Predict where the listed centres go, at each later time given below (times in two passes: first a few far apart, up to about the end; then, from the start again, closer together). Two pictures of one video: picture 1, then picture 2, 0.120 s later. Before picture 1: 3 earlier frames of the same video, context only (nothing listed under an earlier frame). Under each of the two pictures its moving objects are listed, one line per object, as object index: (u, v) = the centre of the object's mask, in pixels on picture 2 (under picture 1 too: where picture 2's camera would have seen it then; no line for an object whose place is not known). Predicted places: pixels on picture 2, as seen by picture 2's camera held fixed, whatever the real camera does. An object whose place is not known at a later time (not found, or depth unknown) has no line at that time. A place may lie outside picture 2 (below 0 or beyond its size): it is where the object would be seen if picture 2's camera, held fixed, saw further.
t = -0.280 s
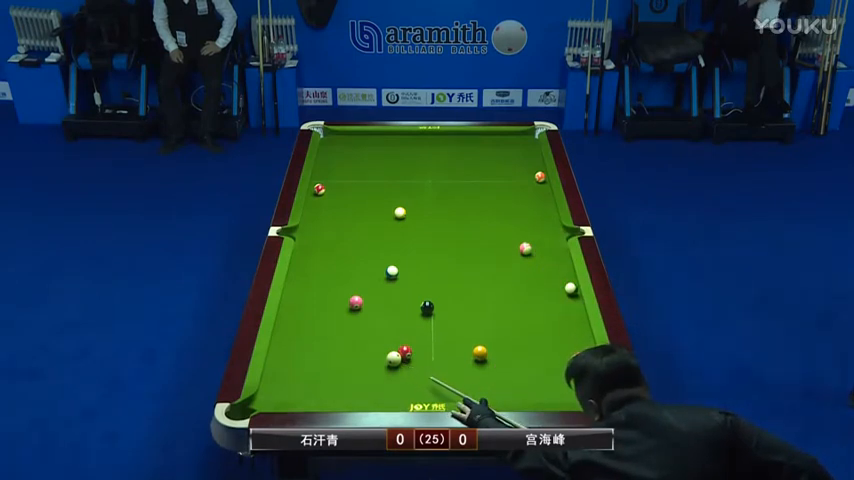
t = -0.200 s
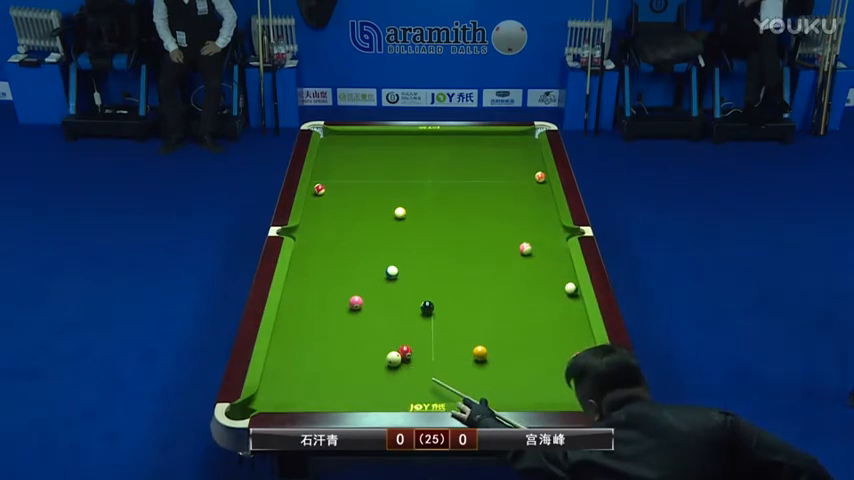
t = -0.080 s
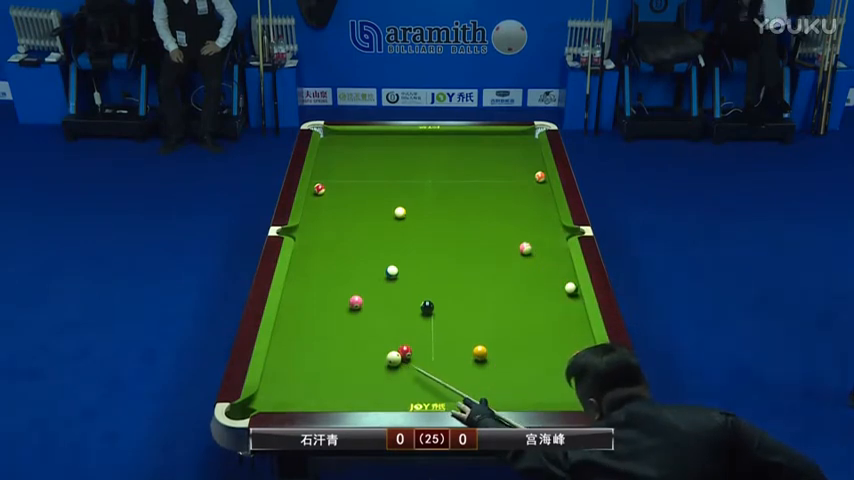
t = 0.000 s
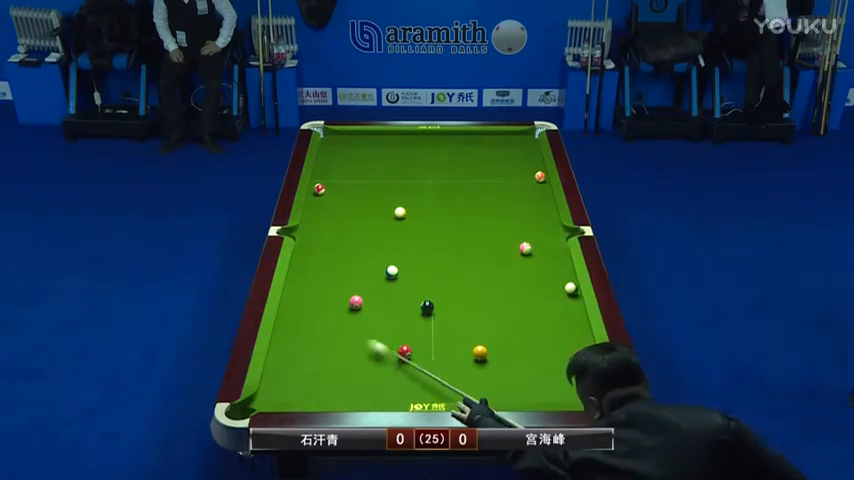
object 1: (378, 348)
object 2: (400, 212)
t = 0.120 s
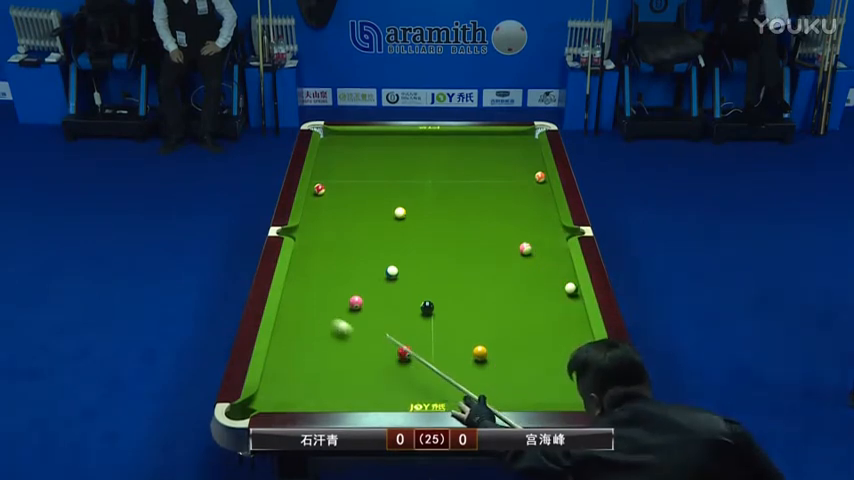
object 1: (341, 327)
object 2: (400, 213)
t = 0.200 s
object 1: (322, 314)
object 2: (400, 212)
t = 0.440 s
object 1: (309, 280)
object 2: (400, 212)
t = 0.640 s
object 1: (346, 255)
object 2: (400, 213)
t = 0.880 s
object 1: (384, 228)
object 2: (400, 213)
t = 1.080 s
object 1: (409, 218)
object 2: (402, 202)
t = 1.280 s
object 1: (431, 214)
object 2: (406, 189)
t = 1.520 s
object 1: (457, 209)
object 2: (410, 175)
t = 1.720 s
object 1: (477, 206)
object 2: (413, 165)
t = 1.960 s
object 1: (499, 202)
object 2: (416, 153)
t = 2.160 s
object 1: (518, 199)
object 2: (419, 143)
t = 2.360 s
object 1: (535, 196)
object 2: (421, 135)
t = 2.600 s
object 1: (543, 194)
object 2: (423, 138)
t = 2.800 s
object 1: (535, 193)
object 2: (425, 143)
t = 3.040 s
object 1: (526, 192)
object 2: (426, 149)
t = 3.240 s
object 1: (519, 191)
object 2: (428, 153)
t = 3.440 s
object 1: (513, 190)
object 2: (429, 158)
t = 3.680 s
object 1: (506, 189)
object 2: (430, 164)
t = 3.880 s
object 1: (501, 189)
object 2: (431, 168)
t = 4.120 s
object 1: (496, 188)
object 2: (433, 173)
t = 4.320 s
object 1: (493, 188)
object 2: (433, 177)
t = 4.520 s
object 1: (490, 187)
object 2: (435, 180)
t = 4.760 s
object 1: (487, 187)
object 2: (436, 185)
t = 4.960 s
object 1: (485, 187)
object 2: (437, 188)
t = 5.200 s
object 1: (484, 187)
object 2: (438, 191)
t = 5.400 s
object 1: (483, 187)
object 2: (439, 194)
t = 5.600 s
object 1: (484, 187)
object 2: (440, 196)
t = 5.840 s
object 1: (484, 187)
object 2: (441, 199)
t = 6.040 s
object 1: (483, 187)
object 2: (442, 201)
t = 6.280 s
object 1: (484, 187)
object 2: (442, 203)
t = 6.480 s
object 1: (483, 187)
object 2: (443, 205)
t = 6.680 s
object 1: (484, 187)
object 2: (443, 206)
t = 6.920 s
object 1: (484, 187)
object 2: (444, 207)
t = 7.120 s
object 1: (484, 187)
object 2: (444, 208)
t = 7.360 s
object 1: (484, 187)
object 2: (444, 208)
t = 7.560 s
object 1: (484, 187)
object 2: (444, 208)
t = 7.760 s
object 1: (484, 187)
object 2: (444, 208)
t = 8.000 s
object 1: (484, 187)
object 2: (444, 208)
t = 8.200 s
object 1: (484, 187)
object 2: (444, 208)
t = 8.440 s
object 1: (484, 187)
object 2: (444, 208)
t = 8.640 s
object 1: (484, 187)
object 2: (444, 208)
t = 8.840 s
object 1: (484, 187)
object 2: (444, 208)
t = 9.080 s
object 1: (484, 187)
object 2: (444, 208)
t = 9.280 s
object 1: (484, 187)
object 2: (444, 208)
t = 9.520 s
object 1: (484, 187)
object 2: (444, 208)
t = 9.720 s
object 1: (484, 187)
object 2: (444, 208)
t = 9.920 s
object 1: (484, 187)
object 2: (444, 208)
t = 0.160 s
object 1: (331, 320)
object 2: (400, 212)
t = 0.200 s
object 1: (322, 314)
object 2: (400, 212)
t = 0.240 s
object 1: (312, 308)
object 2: (400, 213)
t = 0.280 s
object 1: (303, 303)
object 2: (399, 213)
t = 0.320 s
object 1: (294, 297)
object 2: (400, 212)
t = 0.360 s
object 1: (291, 292)
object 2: (400, 213)
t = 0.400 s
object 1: (300, 286)
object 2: (400, 212)
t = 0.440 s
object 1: (309, 280)
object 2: (400, 212)
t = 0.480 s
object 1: (318, 275)
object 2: (400, 213)
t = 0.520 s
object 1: (325, 269)
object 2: (400, 212)
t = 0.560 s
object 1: (332, 264)
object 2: (400, 213)
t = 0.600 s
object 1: (339, 260)
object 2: (400, 213)
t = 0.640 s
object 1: (346, 255)
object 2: (400, 213)
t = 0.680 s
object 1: (353, 250)
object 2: (400, 213)
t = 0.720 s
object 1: (359, 245)
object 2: (400, 213)
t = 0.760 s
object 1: (366, 241)
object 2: (400, 213)
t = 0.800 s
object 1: (372, 236)
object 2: (400, 213)
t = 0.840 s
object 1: (378, 232)
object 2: (400, 213)
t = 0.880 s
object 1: (384, 228)
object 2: (400, 213)
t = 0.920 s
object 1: (390, 223)
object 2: (400, 212)
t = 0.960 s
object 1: (395, 220)
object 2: (400, 211)
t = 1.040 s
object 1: (405, 218)
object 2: (401, 206)
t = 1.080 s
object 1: (409, 218)
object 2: (402, 202)
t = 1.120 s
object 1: (414, 217)
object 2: (403, 200)
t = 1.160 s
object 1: (418, 216)
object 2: (404, 197)
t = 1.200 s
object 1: (423, 215)
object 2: (405, 194)
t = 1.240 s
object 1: (427, 215)
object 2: (405, 191)
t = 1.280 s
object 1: (431, 214)
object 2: (406, 189)
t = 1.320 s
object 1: (436, 213)
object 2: (407, 187)
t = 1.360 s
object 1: (440, 212)
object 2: (407, 184)
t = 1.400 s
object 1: (444, 212)
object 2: (408, 182)
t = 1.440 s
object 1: (448, 211)
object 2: (409, 180)
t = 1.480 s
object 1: (453, 210)
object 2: (409, 177)
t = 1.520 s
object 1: (457, 209)
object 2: (410, 175)
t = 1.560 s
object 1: (461, 209)
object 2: (410, 173)
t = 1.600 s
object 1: (465, 208)
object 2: (411, 171)
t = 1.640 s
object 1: (469, 207)
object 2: (412, 169)
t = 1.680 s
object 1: (473, 207)
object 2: (412, 167)
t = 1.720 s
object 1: (477, 206)
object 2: (413, 165)
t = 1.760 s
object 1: (481, 205)
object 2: (413, 162)
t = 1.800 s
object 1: (485, 205)
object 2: (414, 161)
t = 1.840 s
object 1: (488, 204)
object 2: (414, 159)
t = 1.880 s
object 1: (492, 203)
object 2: (415, 157)
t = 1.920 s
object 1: (496, 203)
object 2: (416, 155)
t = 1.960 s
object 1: (499, 202)
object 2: (416, 153)
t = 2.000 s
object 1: (503, 202)
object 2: (417, 151)
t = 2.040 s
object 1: (507, 201)
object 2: (417, 149)
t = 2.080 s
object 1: (511, 200)
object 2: (418, 147)
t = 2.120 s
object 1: (514, 200)
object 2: (418, 145)
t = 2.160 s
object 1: (518, 199)
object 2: (419, 143)
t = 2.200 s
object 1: (521, 198)
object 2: (419, 142)
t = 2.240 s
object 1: (525, 198)
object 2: (420, 140)
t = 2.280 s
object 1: (528, 198)
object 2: (420, 138)
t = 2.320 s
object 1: (531, 197)
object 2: (421, 137)
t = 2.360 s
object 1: (535, 196)
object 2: (421, 135)
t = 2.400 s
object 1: (538, 195)
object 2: (421, 134)
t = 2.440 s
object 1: (542, 195)
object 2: (422, 134)
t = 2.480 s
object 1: (544, 194)
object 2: (422, 135)
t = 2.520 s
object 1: (547, 194)
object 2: (422, 136)
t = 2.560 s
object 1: (545, 194)
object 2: (423, 137)
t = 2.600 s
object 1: (543, 194)
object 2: (423, 138)
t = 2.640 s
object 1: (542, 193)
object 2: (423, 139)
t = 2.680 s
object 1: (540, 193)
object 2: (424, 140)
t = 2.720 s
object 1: (538, 193)
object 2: (424, 141)
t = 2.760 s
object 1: (537, 193)
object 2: (424, 142)
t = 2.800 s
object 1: (535, 193)
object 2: (425, 143)
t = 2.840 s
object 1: (534, 192)
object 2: (425, 144)
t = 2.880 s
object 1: (532, 192)
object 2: (425, 145)
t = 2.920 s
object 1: (530, 192)
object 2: (425, 146)
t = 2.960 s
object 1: (529, 192)
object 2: (426, 147)
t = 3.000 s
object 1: (527, 192)
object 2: (426, 148)
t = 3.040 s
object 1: (526, 192)
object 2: (426, 149)
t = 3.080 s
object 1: (525, 191)
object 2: (426, 150)
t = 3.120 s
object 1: (523, 191)
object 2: (427, 151)
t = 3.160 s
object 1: (522, 191)
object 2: (427, 151)
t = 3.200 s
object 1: (520, 191)
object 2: (427, 152)
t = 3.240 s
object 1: (519, 191)
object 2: (428, 153)
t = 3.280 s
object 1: (518, 191)
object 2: (428, 154)
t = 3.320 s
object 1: (517, 190)
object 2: (428, 156)
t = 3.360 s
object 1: (515, 190)
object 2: (428, 157)
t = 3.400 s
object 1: (514, 190)
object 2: (428, 157)
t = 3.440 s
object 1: (513, 190)
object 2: (429, 158)
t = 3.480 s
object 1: (512, 190)
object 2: (429, 159)
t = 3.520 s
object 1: (511, 190)
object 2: (429, 160)
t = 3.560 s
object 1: (510, 190)
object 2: (429, 161)
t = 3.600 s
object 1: (509, 189)
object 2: (430, 162)
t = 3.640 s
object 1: (507, 189)
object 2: (430, 163)
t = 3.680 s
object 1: (506, 189)
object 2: (430, 164)
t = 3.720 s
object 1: (505, 189)
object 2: (430, 164)
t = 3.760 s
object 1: (504, 189)
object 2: (431, 165)
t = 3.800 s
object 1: (503, 189)
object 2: (431, 166)
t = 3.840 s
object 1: (502, 189)
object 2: (431, 167)
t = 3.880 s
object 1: (501, 189)
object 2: (431, 168)
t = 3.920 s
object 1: (500, 189)
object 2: (431, 168)
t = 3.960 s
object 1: (500, 188)
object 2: (432, 169)
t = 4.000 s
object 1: (499, 188)
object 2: (432, 170)
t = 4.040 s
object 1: (498, 189)
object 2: (432, 171)
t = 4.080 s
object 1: (497, 188)
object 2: (432, 172)
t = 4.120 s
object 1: (496, 188)
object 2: (433, 173)
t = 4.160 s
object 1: (495, 188)
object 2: (433, 173)
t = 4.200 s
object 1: (495, 188)
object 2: (433, 174)
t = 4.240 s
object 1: (494, 188)
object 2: (433, 175)
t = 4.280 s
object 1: (493, 188)
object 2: (433, 176)
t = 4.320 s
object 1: (493, 188)
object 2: (433, 177)
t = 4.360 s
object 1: (492, 188)
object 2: (434, 177)
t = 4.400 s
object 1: (491, 188)
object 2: (434, 178)
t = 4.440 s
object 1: (491, 187)
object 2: (434, 179)
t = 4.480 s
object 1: (490, 187)
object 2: (434, 179)
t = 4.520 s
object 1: (490, 187)
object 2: (435, 180)
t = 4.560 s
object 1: (489, 187)
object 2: (435, 181)
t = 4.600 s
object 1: (489, 187)
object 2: (435, 182)
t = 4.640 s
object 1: (488, 187)
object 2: (435, 183)
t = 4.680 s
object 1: (488, 187)
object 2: (435, 183)
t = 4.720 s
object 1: (487, 187)
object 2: (436, 184)
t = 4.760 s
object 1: (487, 187)
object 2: (436, 185)
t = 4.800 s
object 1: (486, 187)
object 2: (436, 185)
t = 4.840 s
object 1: (486, 187)
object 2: (436, 186)
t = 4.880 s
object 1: (486, 187)
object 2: (437, 186)
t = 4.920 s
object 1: (485, 187)
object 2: (437, 187)
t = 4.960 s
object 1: (485, 187)
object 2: (437, 188)
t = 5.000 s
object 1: (485, 187)
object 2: (437, 188)
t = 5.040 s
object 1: (484, 187)
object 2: (437, 189)
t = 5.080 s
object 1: (484, 187)
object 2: (438, 190)
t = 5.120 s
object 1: (484, 187)
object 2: (438, 190)
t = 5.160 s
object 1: (484, 187)
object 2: (438, 191)
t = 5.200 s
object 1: (484, 187)
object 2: (438, 191)
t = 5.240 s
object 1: (484, 187)
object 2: (438, 192)
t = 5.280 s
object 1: (484, 187)
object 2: (439, 192)
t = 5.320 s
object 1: (483, 187)
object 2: (439, 193)
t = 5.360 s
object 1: (483, 187)
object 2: (439, 193)
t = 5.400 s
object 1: (483, 187)
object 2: (439, 194)
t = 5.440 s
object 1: (483, 187)
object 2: (439, 194)
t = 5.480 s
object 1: (483, 187)
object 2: (440, 195)
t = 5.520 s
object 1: (484, 187)
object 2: (440, 195)
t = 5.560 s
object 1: (484, 187)
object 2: (440, 196)
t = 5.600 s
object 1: (484, 187)
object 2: (440, 196)
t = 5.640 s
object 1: (484, 187)
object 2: (440, 197)
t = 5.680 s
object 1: (484, 187)
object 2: (441, 198)
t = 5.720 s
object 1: (484, 187)
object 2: (441, 198)
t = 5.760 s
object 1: (484, 187)
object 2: (441, 199)
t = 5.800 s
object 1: (484, 187)
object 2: (441, 199)
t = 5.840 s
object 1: (484, 187)
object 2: (441, 199)
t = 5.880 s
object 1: (484, 187)
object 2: (441, 200)
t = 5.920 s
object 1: (484, 187)
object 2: (442, 200)
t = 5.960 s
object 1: (483, 187)
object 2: (442, 201)
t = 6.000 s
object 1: (483, 187)
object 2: (442, 201)
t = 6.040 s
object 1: (483, 187)
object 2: (442, 201)
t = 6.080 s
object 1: (484, 187)
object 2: (442, 201)
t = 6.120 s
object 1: (484, 187)
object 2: (442, 202)
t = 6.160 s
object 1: (484, 187)
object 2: (442, 202)
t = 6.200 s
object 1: (484, 187)
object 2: (442, 203)
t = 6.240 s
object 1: (484, 187)
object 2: (442, 203)
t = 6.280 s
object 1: (484, 187)
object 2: (442, 203)
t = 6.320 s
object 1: (484, 187)
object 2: (443, 204)
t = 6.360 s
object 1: (484, 187)
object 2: (443, 204)
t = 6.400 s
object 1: (484, 187)
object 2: (443, 204)
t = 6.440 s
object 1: (484, 187)
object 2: (443, 204)
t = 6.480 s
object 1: (483, 187)
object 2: (443, 205)
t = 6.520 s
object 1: (484, 187)
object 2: (443, 205)
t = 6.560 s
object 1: (484, 187)
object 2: (443, 205)
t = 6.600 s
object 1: (484, 187)
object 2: (443, 205)
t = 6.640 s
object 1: (484, 187)
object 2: (443, 206)
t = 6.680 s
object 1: (484, 187)
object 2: (443, 206)
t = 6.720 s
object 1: (484, 187)
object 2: (443, 206)
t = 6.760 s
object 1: (484, 187)
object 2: (443, 206)
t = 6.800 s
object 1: (484, 187)
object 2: (444, 206)
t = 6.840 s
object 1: (484, 187)
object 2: (444, 207)
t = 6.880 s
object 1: (484, 187)
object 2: (444, 207)
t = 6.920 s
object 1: (484, 187)
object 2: (444, 207)
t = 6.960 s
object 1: (484, 187)
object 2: (444, 207)
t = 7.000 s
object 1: (484, 187)
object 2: (444, 207)
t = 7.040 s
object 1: (484, 187)
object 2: (444, 207)
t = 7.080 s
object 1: (484, 187)
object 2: (444, 207)
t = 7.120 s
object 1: (484, 187)
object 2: (444, 208)
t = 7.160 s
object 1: (484, 187)
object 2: (444, 208)
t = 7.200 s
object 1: (484, 187)
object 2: (444, 208)
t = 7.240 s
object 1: (484, 187)
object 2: (444, 208)
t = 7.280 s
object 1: (484, 187)
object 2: (444, 208)
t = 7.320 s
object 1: (484, 187)
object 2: (444, 208)
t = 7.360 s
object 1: (484, 187)
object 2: (444, 208)
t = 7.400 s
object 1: (484, 187)
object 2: (444, 208)
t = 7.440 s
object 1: (484, 187)
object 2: (444, 208)
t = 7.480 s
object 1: (484, 187)
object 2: (444, 208)
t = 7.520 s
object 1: (484, 187)
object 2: (444, 208)
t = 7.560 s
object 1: (484, 187)
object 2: (444, 208)
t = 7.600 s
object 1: (484, 187)
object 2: (444, 208)
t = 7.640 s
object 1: (484, 187)
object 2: (444, 208)
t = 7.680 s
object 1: (484, 187)
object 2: (444, 208)
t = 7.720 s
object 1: (484, 187)
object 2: (444, 208)
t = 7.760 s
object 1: (484, 187)
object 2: (444, 208)
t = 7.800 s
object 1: (484, 187)
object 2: (444, 208)
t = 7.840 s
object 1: (484, 187)
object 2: (444, 208)
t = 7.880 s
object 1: (484, 187)
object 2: (444, 208)
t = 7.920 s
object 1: (484, 187)
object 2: (444, 208)
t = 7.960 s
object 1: (484, 187)
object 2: (444, 208)
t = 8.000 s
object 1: (484, 187)
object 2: (444, 208)
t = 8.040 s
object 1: (484, 187)
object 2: (444, 208)
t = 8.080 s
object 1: (484, 187)
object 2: (444, 208)
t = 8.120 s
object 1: (484, 187)
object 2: (444, 208)
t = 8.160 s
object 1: (484, 187)
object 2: (444, 208)
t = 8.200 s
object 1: (484, 187)
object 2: (444, 208)
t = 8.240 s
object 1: (484, 187)
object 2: (444, 208)
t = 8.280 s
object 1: (484, 187)
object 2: (444, 208)
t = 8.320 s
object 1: (484, 187)
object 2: (444, 208)
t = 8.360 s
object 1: (484, 187)
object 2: (444, 208)
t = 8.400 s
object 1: (484, 187)
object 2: (444, 208)
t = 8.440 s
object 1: (484, 187)
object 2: (444, 208)
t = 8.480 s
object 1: (484, 187)
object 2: (444, 208)
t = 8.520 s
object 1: (484, 187)
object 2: (444, 208)
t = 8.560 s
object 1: (484, 187)
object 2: (444, 208)
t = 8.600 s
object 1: (484, 187)
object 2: (444, 208)
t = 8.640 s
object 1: (484, 187)
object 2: (444, 208)
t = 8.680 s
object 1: (484, 187)
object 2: (444, 208)
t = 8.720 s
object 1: (484, 187)
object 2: (444, 208)
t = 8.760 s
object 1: (484, 187)
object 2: (444, 208)
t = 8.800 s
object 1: (484, 187)
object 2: (444, 208)
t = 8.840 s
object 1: (484, 187)
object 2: (444, 208)
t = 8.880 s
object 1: (484, 187)
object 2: (444, 208)
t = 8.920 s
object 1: (484, 187)
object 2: (444, 208)
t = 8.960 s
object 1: (484, 187)
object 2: (444, 208)
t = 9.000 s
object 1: (484, 187)
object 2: (444, 208)
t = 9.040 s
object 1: (484, 187)
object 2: (444, 208)
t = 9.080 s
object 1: (484, 187)
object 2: (444, 208)
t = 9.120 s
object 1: (484, 187)
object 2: (444, 208)
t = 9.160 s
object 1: (484, 187)
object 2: (444, 208)
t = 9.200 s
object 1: (484, 187)
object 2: (444, 208)
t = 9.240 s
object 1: (484, 187)
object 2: (444, 208)
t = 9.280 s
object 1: (484, 187)
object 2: (444, 208)
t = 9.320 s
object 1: (484, 187)
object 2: (444, 208)
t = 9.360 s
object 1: (484, 187)
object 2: (444, 208)
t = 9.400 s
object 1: (484, 187)
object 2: (444, 208)
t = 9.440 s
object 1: (484, 187)
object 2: (444, 208)
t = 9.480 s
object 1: (484, 187)
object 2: (444, 208)
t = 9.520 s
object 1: (484, 187)
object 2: (444, 208)
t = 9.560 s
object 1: (484, 187)
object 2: (444, 208)
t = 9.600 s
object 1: (484, 187)
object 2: (444, 208)
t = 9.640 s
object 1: (484, 187)
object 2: (444, 208)
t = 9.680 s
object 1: (484, 187)
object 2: (444, 208)
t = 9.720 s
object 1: (484, 187)
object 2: (444, 208)
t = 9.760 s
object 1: (484, 187)
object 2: (444, 208)
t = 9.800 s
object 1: (484, 187)
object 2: (444, 208)
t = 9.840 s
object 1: (484, 187)
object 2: (444, 208)
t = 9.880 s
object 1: (484, 187)
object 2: (444, 208)
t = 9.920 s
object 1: (484, 187)
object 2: (444, 208)
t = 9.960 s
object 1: (484, 187)
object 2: (444, 208)
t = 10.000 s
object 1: (484, 187)
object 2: (444, 208)
